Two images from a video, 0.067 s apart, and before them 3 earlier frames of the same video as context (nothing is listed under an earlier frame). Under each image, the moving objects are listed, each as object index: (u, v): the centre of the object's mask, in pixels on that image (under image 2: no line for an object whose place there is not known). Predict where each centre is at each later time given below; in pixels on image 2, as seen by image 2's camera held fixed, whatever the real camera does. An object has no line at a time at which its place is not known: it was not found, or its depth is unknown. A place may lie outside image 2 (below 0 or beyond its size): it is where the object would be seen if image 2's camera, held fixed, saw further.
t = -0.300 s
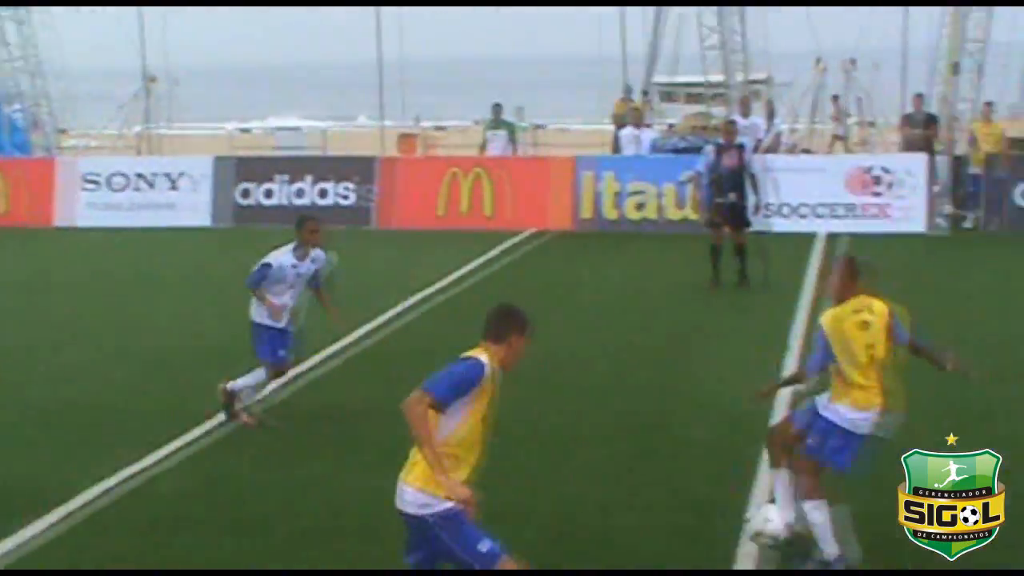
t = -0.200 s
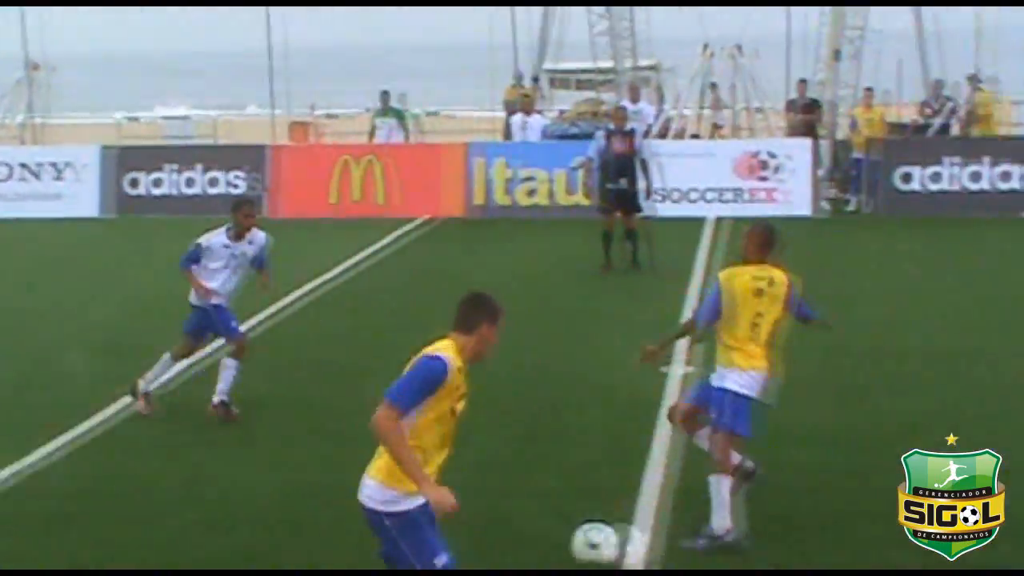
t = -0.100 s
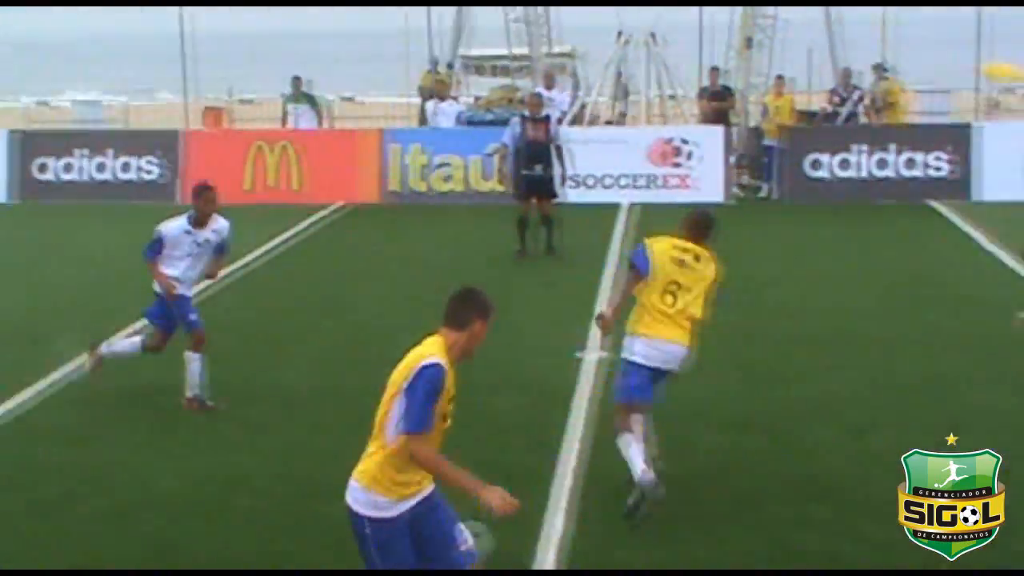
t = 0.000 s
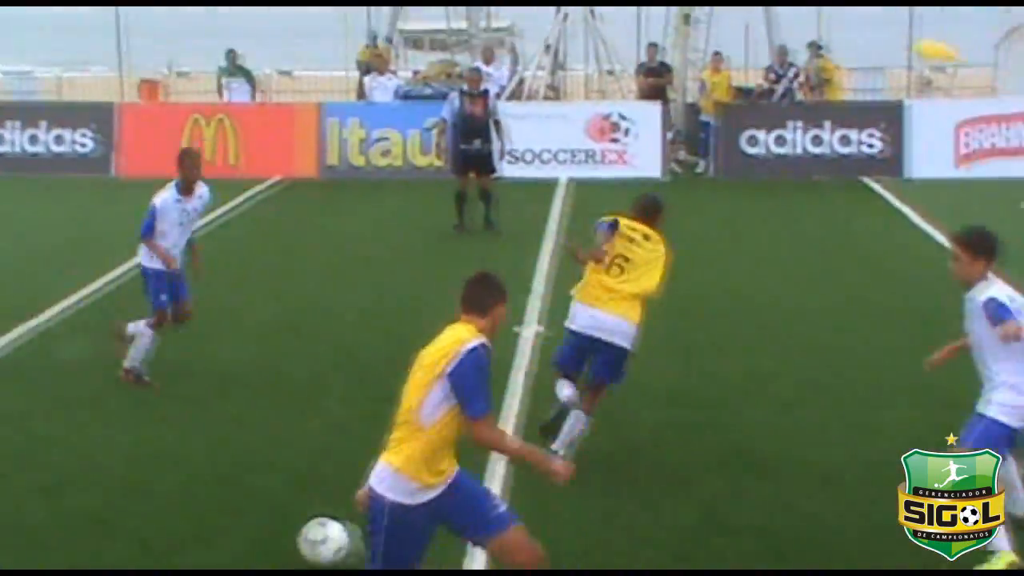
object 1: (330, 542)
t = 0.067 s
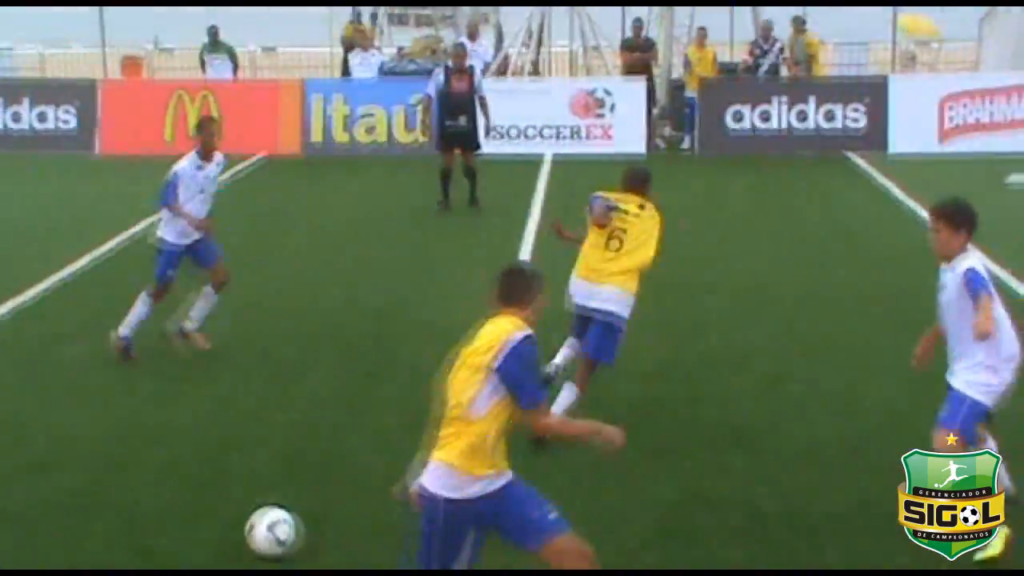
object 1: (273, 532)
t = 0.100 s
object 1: (254, 536)
